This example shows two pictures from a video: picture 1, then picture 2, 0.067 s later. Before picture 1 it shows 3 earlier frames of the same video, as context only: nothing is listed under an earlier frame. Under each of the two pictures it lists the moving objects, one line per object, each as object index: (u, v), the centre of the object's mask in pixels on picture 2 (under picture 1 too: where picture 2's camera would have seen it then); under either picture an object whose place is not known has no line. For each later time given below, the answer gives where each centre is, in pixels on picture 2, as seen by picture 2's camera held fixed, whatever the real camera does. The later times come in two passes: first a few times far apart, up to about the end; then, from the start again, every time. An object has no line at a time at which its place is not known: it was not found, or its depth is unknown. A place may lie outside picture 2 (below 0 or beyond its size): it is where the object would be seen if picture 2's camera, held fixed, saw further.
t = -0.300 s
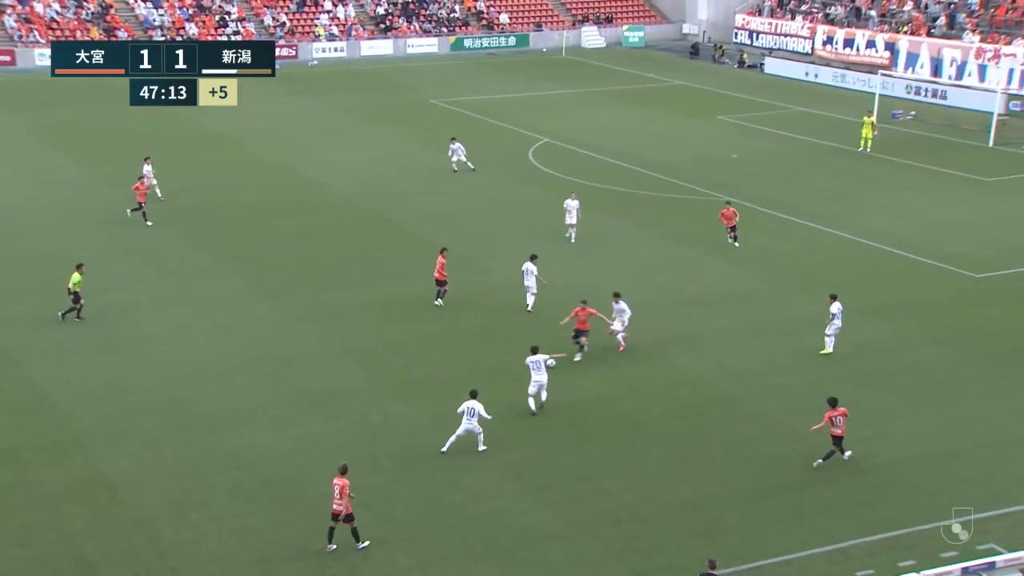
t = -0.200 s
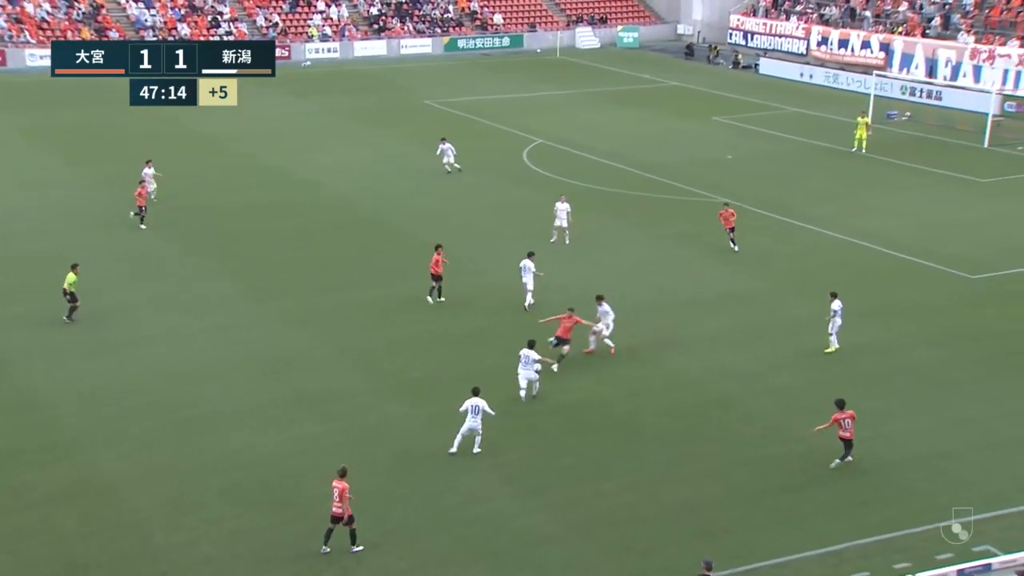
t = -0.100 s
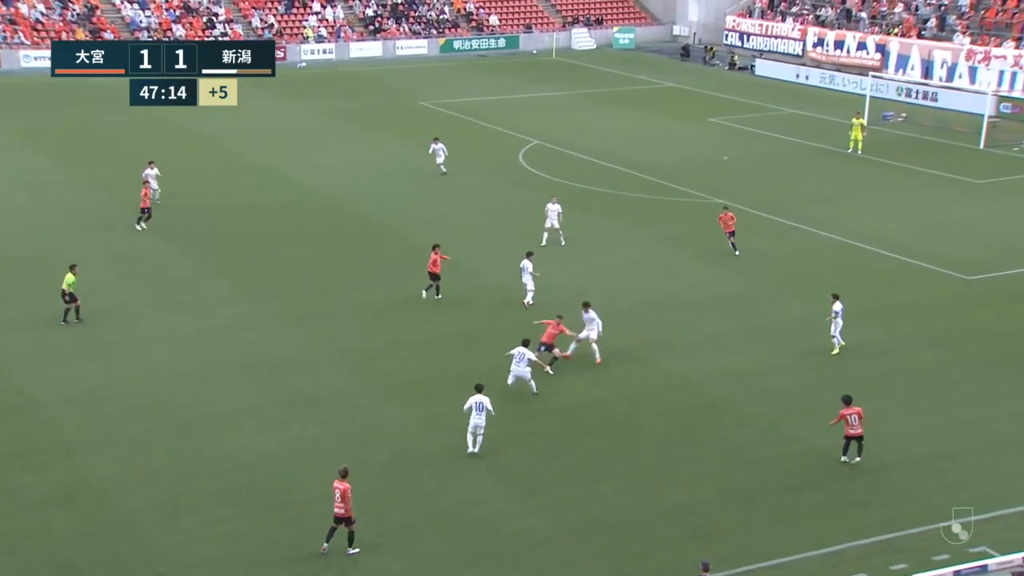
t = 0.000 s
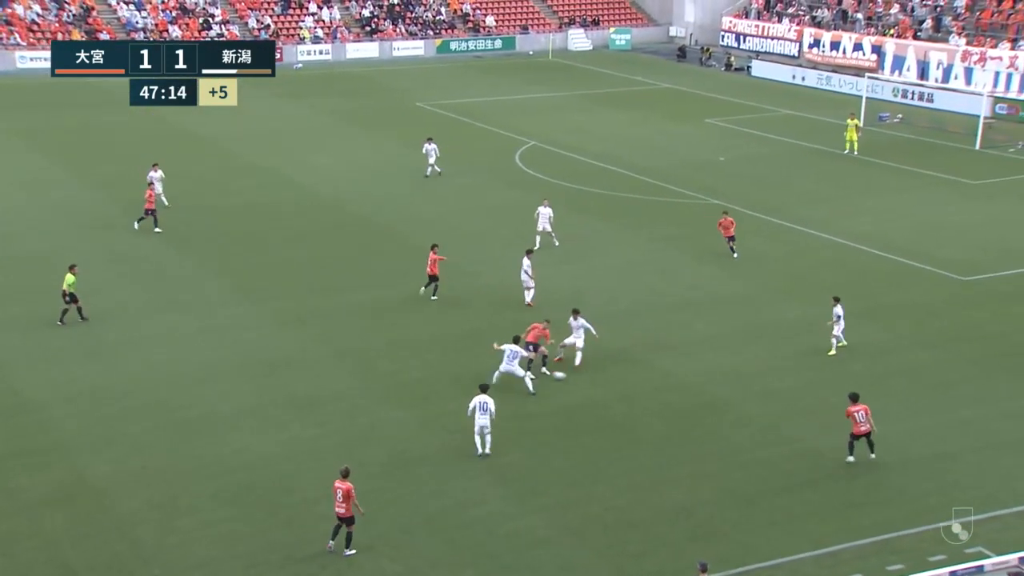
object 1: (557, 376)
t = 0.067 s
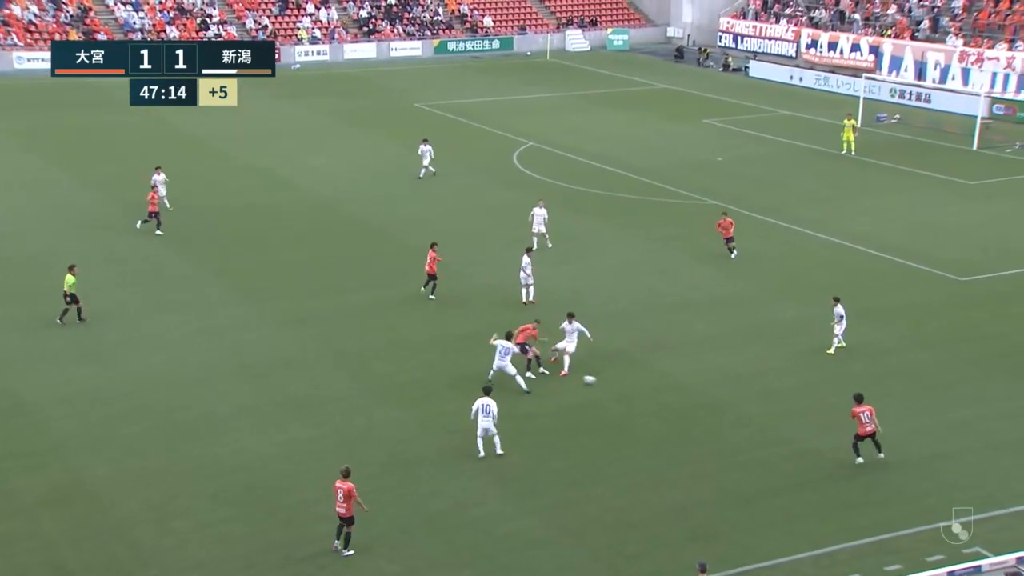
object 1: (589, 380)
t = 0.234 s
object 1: (666, 389)
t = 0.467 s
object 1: (767, 399)
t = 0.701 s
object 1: (859, 408)
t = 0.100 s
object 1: (605, 382)
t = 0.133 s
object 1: (620, 383)
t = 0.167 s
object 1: (635, 385)
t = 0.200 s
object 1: (651, 387)
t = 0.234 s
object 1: (666, 389)
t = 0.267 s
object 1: (681, 391)
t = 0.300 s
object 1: (696, 391)
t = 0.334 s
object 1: (711, 392)
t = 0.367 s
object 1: (725, 394)
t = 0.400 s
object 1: (739, 396)
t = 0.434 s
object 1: (754, 398)
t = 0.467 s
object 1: (767, 399)
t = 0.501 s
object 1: (781, 400)
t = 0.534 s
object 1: (794, 402)
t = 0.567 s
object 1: (808, 403)
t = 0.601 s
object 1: (821, 404)
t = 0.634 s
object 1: (834, 406)
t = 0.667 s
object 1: (847, 407)
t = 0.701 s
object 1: (859, 408)
